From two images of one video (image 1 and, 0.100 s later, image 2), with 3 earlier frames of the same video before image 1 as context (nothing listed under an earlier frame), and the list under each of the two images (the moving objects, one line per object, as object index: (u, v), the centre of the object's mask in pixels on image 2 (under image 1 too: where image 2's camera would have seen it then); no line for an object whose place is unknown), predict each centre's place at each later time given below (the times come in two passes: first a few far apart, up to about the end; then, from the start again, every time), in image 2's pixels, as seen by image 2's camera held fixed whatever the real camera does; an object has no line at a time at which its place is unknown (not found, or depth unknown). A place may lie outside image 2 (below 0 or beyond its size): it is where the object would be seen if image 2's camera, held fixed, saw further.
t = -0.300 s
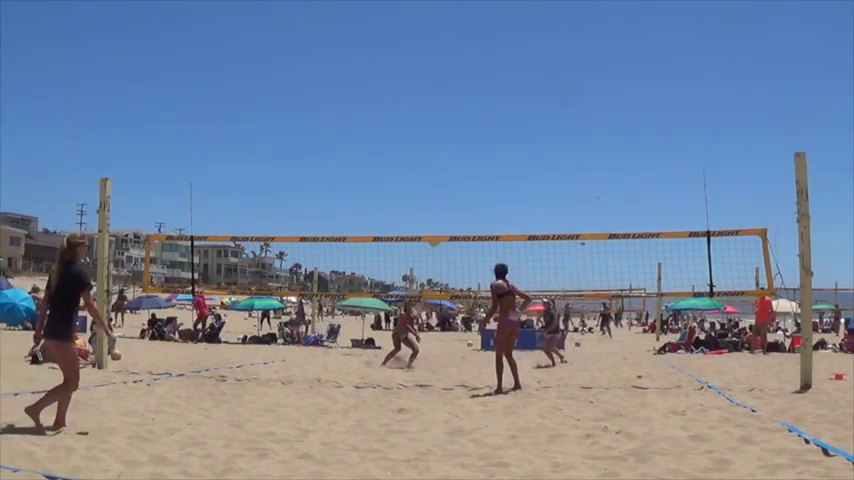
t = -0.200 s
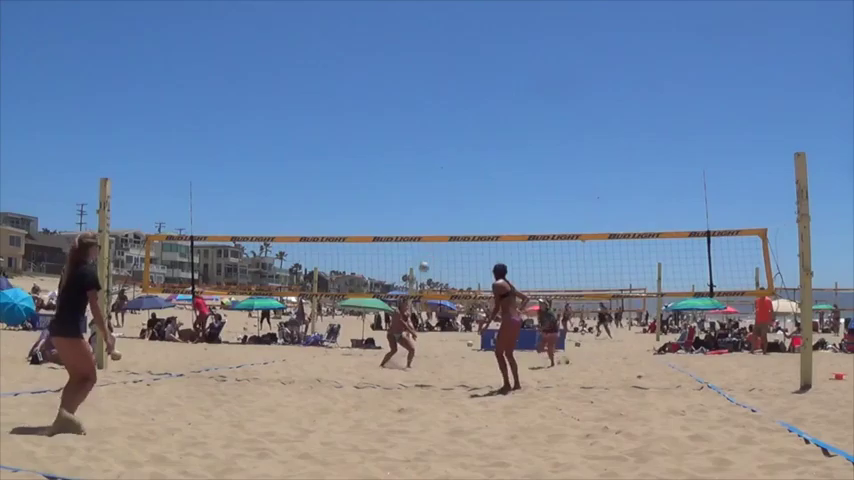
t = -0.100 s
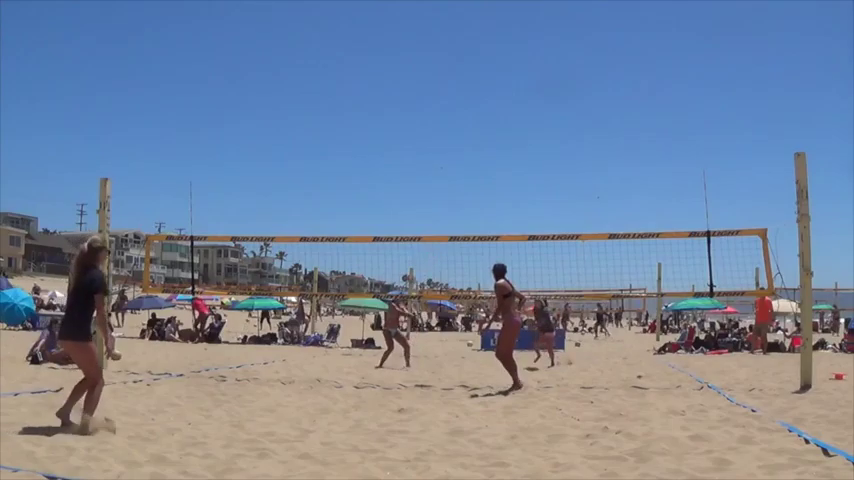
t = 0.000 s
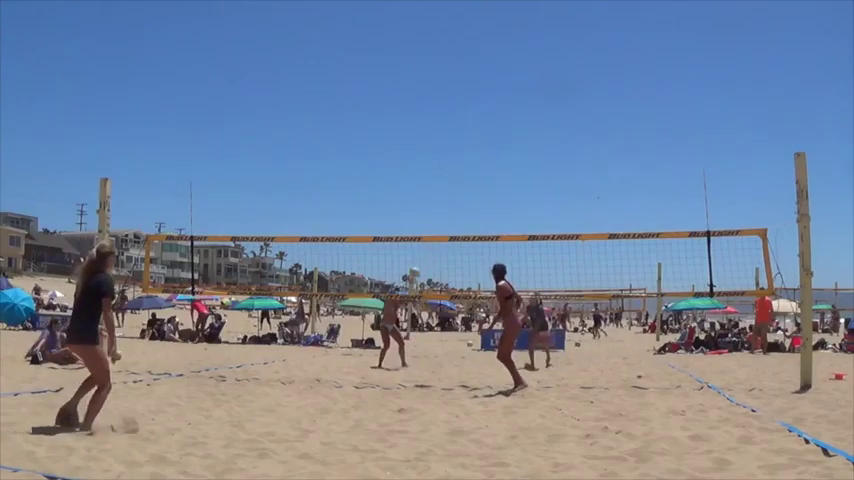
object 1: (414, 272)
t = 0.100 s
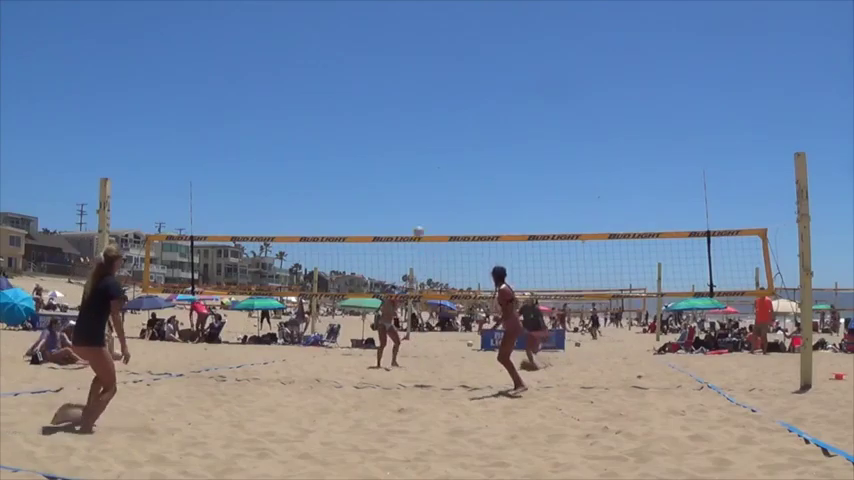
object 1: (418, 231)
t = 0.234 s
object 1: (423, 186)
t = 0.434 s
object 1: (430, 133)
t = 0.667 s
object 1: (437, 97)
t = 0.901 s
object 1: (442, 90)
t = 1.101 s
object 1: (445, 105)
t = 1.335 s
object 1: (448, 149)
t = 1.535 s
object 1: (450, 207)
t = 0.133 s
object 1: (419, 219)
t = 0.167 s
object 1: (421, 207)
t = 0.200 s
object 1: (422, 196)
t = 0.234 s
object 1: (423, 186)
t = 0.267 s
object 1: (425, 175)
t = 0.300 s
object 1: (426, 165)
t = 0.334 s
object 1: (427, 157)
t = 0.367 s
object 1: (428, 148)
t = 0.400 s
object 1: (430, 140)
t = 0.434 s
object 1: (430, 133)
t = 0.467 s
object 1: (432, 126)
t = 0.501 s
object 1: (432, 120)
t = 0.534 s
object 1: (433, 114)
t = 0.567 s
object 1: (435, 109)
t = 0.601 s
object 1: (435, 105)
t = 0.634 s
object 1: (436, 101)
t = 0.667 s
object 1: (437, 97)
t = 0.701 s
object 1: (437, 95)
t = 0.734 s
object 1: (438, 93)
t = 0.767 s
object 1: (439, 91)
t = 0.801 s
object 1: (440, 90)
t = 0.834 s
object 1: (440, 89)
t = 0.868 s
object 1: (441, 89)
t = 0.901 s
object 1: (442, 90)
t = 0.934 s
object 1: (442, 91)
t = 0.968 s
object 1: (443, 93)
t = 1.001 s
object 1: (443, 95)
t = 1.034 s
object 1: (444, 98)
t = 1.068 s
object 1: (444, 101)
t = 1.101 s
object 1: (445, 105)
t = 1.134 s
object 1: (445, 109)
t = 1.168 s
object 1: (446, 114)
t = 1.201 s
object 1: (446, 120)
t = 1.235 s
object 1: (446, 126)
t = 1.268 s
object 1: (447, 134)
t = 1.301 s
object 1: (447, 141)
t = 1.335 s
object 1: (448, 149)
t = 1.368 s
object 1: (448, 157)
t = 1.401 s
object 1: (449, 165)
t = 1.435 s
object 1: (449, 175)
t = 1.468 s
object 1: (449, 185)
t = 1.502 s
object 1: (450, 196)
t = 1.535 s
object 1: (450, 207)
